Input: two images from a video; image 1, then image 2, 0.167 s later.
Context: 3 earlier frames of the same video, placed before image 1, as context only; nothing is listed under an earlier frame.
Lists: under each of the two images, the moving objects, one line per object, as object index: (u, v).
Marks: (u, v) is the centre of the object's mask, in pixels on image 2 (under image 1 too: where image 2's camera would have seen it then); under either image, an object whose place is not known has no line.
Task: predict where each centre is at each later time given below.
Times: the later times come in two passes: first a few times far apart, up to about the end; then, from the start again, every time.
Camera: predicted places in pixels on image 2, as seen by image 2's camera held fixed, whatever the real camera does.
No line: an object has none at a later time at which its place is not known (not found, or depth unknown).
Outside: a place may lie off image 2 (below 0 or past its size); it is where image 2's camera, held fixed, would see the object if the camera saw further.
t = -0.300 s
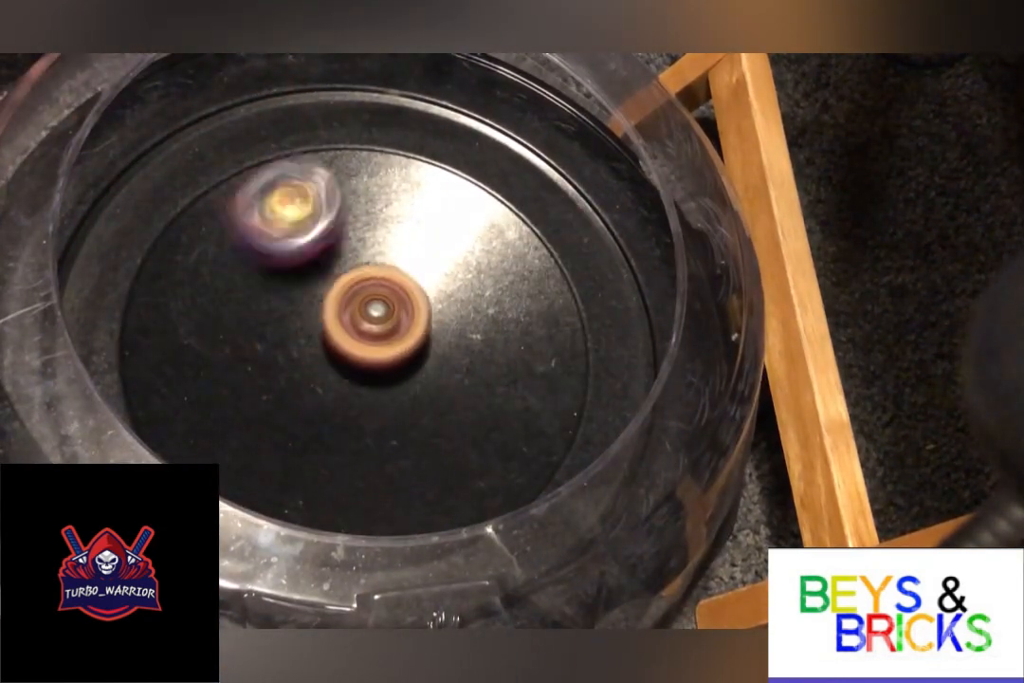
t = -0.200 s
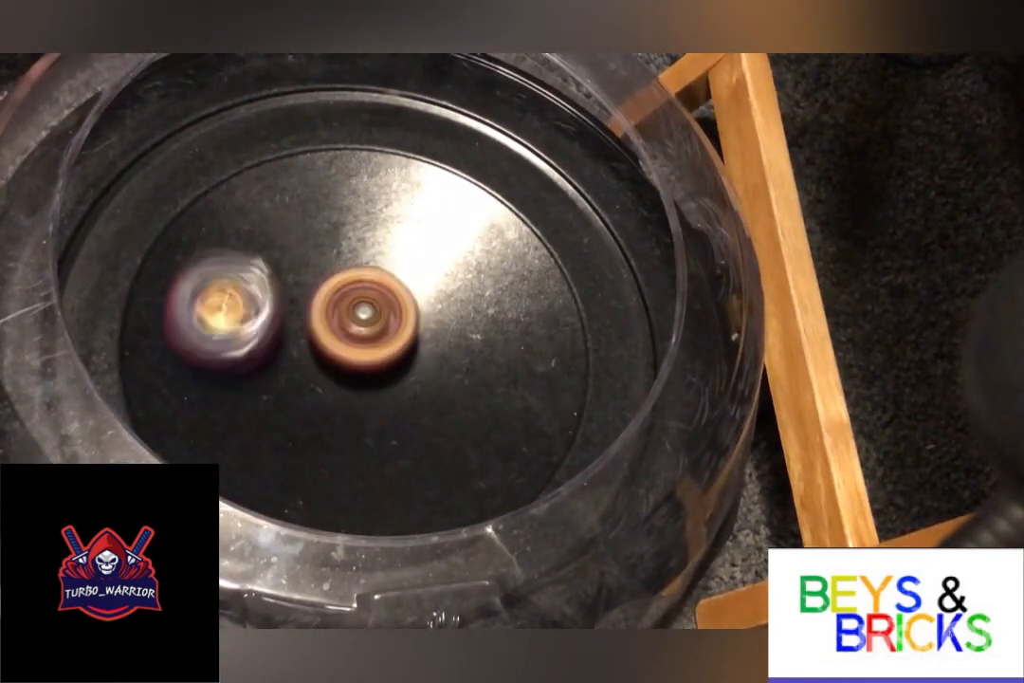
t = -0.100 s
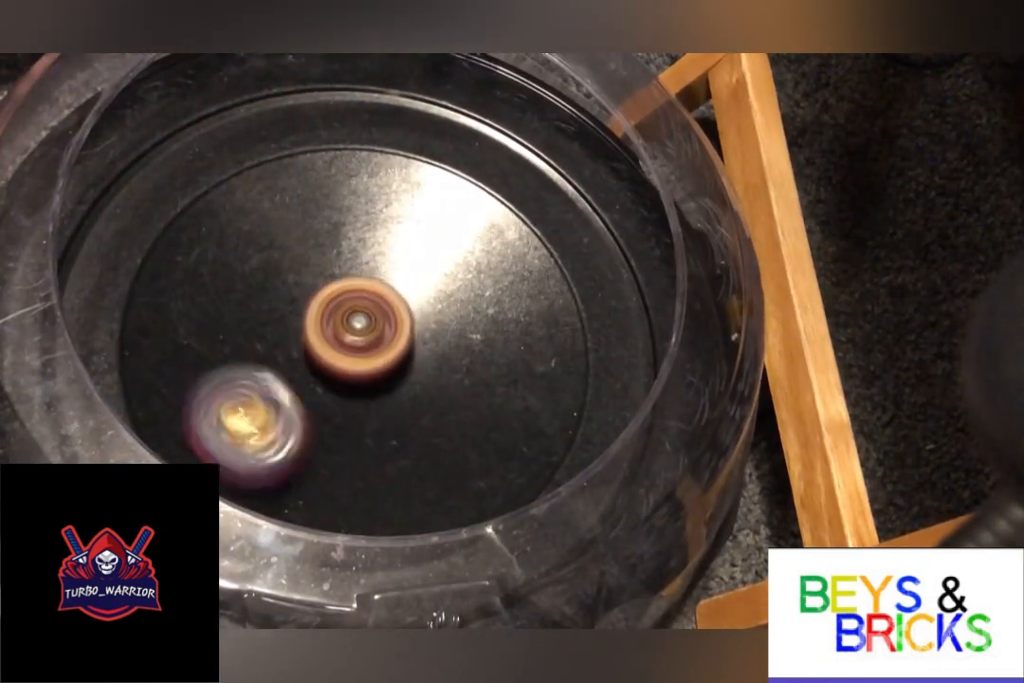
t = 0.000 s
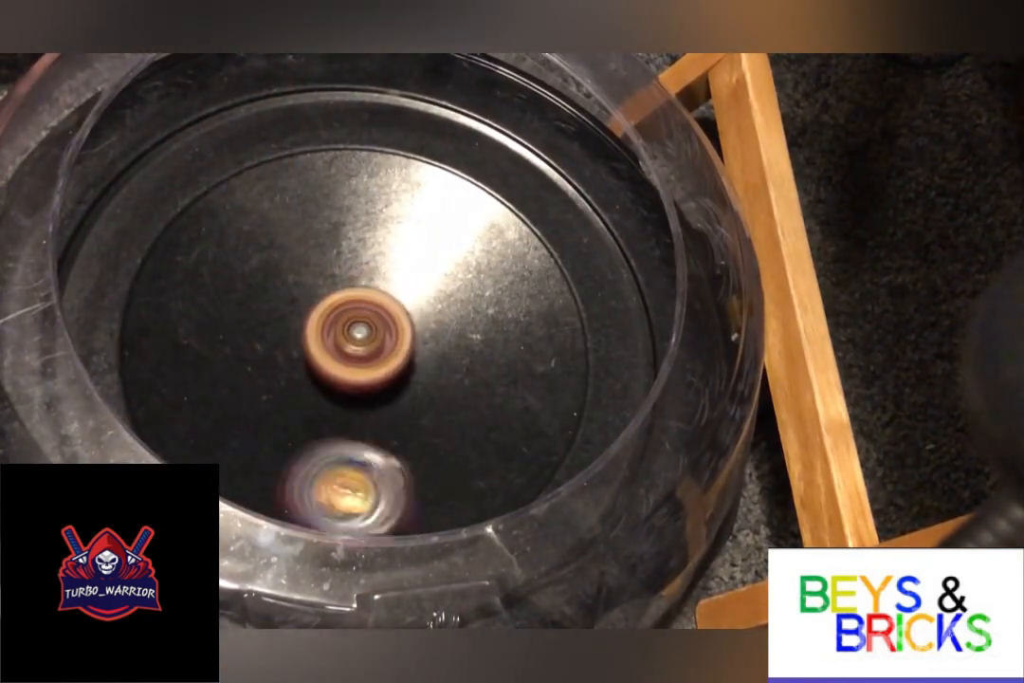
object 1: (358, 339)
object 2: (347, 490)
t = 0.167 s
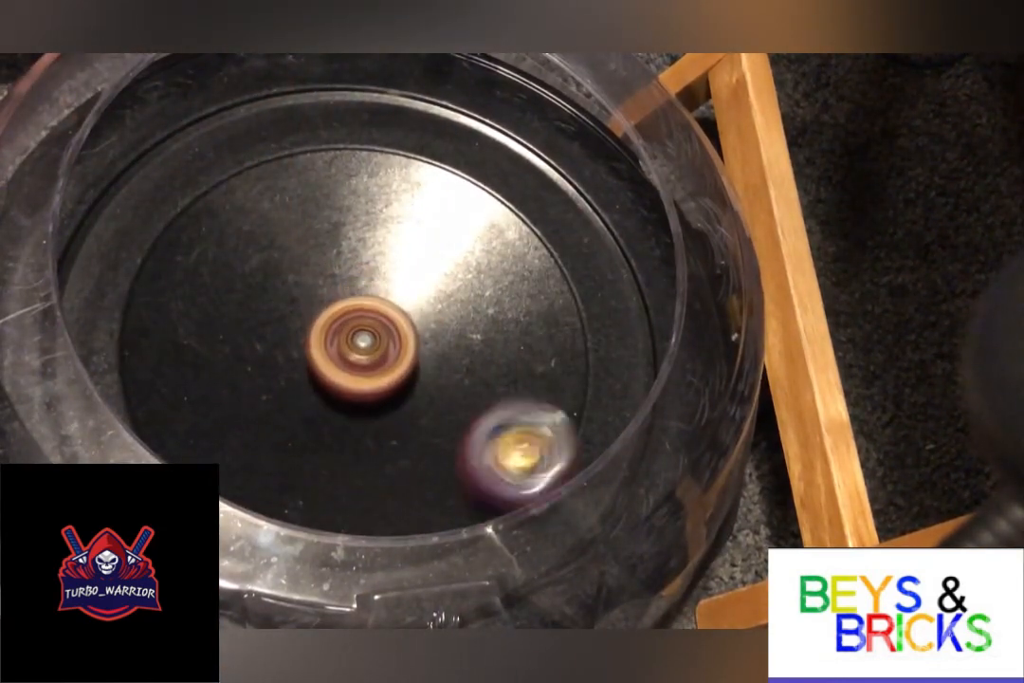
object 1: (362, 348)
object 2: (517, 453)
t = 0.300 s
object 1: (365, 350)
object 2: (545, 339)
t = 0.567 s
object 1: (369, 354)
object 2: (294, 245)
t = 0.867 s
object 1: (370, 346)
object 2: (297, 475)
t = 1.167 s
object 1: (330, 327)
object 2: (485, 315)
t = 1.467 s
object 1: (356, 344)
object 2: (276, 250)
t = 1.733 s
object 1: (395, 338)
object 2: (301, 429)
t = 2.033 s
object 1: (348, 303)
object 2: (463, 350)
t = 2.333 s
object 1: (303, 347)
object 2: (358, 260)
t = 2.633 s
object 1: (317, 479)
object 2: (356, 264)
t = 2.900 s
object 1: (382, 437)
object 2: (357, 267)
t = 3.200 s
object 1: (393, 384)
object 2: (359, 248)
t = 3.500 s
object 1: (358, 410)
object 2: (359, 297)
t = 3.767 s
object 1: (334, 362)
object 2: (432, 282)
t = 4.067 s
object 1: (272, 361)
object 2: (523, 247)
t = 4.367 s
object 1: (309, 356)
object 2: (511, 291)
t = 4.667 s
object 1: (313, 342)
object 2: (426, 394)
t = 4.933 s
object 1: (340, 337)
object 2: (381, 469)
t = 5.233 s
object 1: (354, 347)
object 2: (328, 449)
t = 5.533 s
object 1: (372, 325)
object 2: (243, 417)
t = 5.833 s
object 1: (370, 337)
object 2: (242, 325)
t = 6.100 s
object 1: (366, 344)
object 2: (270, 265)
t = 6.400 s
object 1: (362, 358)
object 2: (357, 247)
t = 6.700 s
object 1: (344, 366)
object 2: (438, 287)
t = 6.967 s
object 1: (326, 358)
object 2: (472, 347)
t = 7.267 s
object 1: (339, 354)
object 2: (444, 401)
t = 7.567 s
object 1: (334, 328)
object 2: (391, 422)
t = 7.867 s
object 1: (384, 272)
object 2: (299, 417)
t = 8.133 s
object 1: (396, 291)
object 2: (279, 397)
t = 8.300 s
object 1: (397, 342)
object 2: (280, 379)
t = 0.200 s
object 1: (363, 349)
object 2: (537, 429)
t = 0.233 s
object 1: (363, 350)
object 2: (548, 401)
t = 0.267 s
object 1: (364, 350)
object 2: (552, 370)
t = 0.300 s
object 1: (365, 350)
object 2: (545, 339)
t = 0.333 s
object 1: (365, 350)
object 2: (532, 309)
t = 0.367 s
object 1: (365, 351)
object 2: (511, 280)
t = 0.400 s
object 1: (365, 352)
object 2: (486, 261)
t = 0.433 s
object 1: (366, 352)
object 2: (451, 245)
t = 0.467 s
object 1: (366, 353)
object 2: (401, 231)
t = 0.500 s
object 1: (367, 354)
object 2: (362, 231)
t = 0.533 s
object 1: (368, 354)
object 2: (328, 235)
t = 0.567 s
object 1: (369, 354)
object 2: (294, 245)
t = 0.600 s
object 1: (371, 353)
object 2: (265, 262)
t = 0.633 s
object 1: (372, 351)
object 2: (241, 285)
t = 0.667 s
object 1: (373, 350)
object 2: (223, 314)
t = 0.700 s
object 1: (374, 349)
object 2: (211, 347)
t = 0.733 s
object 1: (374, 348)
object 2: (210, 379)
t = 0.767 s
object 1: (373, 348)
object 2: (217, 407)
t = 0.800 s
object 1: (372, 346)
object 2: (238, 436)
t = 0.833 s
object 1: (371, 346)
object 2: (265, 459)
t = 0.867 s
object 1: (370, 346)
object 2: (297, 475)
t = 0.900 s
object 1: (368, 346)
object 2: (334, 481)
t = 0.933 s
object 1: (367, 345)
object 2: (371, 480)
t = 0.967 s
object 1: (366, 344)
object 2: (404, 469)
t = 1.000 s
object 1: (365, 343)
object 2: (432, 450)
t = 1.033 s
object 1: (363, 342)
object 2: (452, 425)
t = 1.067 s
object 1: (361, 341)
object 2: (465, 395)
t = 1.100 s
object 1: (359, 339)
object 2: (469, 366)
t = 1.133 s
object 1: (343, 333)
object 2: (481, 340)
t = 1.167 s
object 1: (330, 327)
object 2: (485, 315)
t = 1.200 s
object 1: (321, 323)
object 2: (482, 292)
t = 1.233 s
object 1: (317, 321)
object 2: (469, 271)
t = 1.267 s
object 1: (316, 321)
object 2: (449, 249)
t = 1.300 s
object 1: (319, 323)
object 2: (419, 230)
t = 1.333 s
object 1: (326, 327)
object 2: (386, 219)
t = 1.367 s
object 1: (334, 331)
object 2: (357, 217)
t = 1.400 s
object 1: (341, 336)
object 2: (326, 220)
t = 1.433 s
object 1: (349, 340)
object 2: (299, 231)
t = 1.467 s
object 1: (356, 344)
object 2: (276, 250)
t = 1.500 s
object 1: (361, 348)
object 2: (258, 273)
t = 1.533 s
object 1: (365, 352)
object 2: (248, 300)
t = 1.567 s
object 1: (366, 353)
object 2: (246, 327)
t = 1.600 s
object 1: (367, 353)
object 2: (252, 352)
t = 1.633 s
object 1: (375, 351)
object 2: (257, 376)
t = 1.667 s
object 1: (385, 348)
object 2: (264, 397)
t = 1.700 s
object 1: (391, 344)
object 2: (279, 413)
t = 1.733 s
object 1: (395, 338)
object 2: (301, 429)
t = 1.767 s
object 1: (397, 332)
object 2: (326, 438)
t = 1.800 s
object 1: (397, 325)
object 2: (353, 442)
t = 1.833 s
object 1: (395, 318)
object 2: (379, 440)
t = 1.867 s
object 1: (390, 312)
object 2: (403, 434)
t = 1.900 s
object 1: (383, 306)
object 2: (423, 422)
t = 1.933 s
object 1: (375, 304)
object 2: (439, 407)
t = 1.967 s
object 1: (368, 304)
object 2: (451, 388)
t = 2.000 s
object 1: (361, 305)
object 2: (456, 367)
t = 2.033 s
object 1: (348, 303)
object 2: (463, 350)
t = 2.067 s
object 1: (327, 296)
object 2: (475, 336)
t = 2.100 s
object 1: (312, 292)
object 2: (477, 319)
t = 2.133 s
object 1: (301, 291)
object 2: (473, 302)
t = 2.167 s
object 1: (296, 294)
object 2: (460, 286)
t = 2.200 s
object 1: (296, 302)
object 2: (443, 271)
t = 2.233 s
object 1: (299, 311)
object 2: (415, 262)
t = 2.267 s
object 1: (305, 322)
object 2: (389, 258)
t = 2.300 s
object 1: (305, 335)
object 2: (375, 257)
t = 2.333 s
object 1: (303, 347)
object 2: (358, 260)
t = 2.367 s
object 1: (300, 360)
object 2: (342, 264)
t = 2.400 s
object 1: (300, 371)
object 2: (329, 271)
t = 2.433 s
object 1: (299, 387)
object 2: (321, 280)
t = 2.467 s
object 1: (302, 399)
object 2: (315, 293)
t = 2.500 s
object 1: (302, 417)
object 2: (319, 299)
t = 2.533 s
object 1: (301, 444)
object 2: (331, 289)
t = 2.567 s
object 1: (304, 462)
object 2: (341, 282)
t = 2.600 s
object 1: (311, 474)
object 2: (349, 274)
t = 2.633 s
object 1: (317, 479)
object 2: (356, 264)
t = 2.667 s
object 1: (324, 482)
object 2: (360, 256)
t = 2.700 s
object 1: (331, 483)
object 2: (362, 246)
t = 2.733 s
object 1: (339, 482)
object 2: (362, 241)
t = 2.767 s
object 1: (348, 478)
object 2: (362, 238)
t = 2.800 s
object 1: (357, 471)
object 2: (360, 239)
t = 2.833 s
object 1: (366, 461)
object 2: (358, 244)
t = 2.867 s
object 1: (374, 450)
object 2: (356, 254)
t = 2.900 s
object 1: (382, 437)
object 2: (357, 267)
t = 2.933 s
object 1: (388, 423)
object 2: (358, 284)
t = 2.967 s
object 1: (394, 407)
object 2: (365, 300)
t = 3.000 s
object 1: (400, 404)
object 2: (373, 297)
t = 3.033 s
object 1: (402, 407)
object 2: (379, 284)
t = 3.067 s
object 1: (401, 405)
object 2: (382, 271)
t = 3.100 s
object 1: (400, 401)
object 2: (379, 260)
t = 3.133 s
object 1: (398, 396)
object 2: (375, 251)
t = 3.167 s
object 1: (395, 390)
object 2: (368, 246)
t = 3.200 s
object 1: (393, 384)
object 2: (359, 248)
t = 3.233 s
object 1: (391, 379)
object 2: (352, 259)
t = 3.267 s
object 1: (388, 372)
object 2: (346, 270)
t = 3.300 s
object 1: (387, 381)
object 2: (344, 271)
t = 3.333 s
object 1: (387, 397)
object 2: (344, 266)
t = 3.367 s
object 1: (384, 408)
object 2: (344, 267)
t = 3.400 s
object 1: (380, 414)
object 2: (345, 271)
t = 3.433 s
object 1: (373, 417)
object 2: (346, 277)
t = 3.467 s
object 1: (366, 415)
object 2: (351, 287)
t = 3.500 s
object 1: (358, 410)
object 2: (359, 297)
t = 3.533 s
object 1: (351, 403)
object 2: (369, 304)
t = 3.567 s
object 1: (342, 401)
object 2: (384, 306)
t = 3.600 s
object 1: (336, 397)
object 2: (398, 305)
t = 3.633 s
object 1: (332, 391)
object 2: (411, 303)
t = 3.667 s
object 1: (330, 384)
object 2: (421, 297)
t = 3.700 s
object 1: (330, 377)
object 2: (429, 292)
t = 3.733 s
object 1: (332, 369)
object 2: (432, 285)
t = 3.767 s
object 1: (334, 362)
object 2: (432, 282)
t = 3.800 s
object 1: (338, 356)
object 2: (428, 281)
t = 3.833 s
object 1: (341, 352)
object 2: (424, 283)
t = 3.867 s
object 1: (318, 355)
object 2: (450, 275)
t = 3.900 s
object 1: (296, 359)
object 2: (473, 266)
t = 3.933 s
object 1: (280, 361)
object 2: (486, 258)
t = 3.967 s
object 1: (273, 362)
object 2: (496, 255)
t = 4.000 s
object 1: (271, 362)
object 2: (505, 252)
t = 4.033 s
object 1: (271, 362)
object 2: (513, 250)
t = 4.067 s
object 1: (272, 361)
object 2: (523, 247)
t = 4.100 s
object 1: (274, 361)
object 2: (531, 247)
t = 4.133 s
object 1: (277, 361)
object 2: (539, 249)
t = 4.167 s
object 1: (280, 360)
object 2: (545, 251)
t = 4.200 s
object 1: (284, 360)
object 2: (546, 254)
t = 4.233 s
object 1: (289, 359)
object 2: (545, 258)
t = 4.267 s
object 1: (294, 358)
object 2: (541, 263)
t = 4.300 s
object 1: (299, 358)
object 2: (534, 270)
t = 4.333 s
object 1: (304, 357)
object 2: (523, 280)
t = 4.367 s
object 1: (309, 356)
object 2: (511, 291)
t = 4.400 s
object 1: (314, 356)
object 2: (497, 303)
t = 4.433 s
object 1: (318, 356)
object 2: (484, 316)
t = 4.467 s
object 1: (323, 355)
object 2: (471, 327)
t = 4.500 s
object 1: (328, 354)
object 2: (458, 339)
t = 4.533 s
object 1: (330, 352)
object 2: (448, 350)
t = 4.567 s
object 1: (321, 349)
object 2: (446, 362)
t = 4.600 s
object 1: (315, 346)
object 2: (440, 373)
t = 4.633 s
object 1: (312, 344)
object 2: (434, 383)
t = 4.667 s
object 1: (313, 342)
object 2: (426, 394)
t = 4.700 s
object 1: (316, 340)
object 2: (419, 403)
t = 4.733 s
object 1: (320, 340)
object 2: (412, 413)
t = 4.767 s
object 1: (325, 341)
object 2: (404, 421)
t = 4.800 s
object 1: (329, 341)
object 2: (398, 433)
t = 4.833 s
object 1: (331, 337)
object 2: (394, 443)
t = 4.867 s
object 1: (334, 335)
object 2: (390, 453)
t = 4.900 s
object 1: (338, 335)
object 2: (385, 462)
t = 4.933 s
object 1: (340, 337)
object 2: (381, 469)
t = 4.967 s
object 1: (342, 339)
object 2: (375, 476)
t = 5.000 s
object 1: (343, 340)
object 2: (369, 482)
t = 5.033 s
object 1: (345, 342)
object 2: (365, 484)
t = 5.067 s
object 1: (346, 343)
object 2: (358, 483)
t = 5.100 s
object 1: (347, 345)
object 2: (354, 481)
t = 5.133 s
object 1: (348, 346)
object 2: (350, 475)
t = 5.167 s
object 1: (350, 348)
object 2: (342, 467)
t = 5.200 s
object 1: (351, 349)
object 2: (337, 457)
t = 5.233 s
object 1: (354, 347)
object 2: (328, 449)
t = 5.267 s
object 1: (361, 335)
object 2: (315, 452)
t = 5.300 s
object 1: (369, 327)
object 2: (305, 453)
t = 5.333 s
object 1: (373, 321)
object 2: (294, 451)
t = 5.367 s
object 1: (376, 319)
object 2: (283, 449)
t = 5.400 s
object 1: (376, 319)
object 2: (274, 444)
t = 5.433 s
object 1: (376, 320)
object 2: (264, 439)
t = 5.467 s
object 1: (375, 322)
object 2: (257, 434)
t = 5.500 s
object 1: (373, 323)
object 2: (250, 425)
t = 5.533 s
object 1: (372, 325)
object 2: (243, 417)
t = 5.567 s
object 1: (370, 326)
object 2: (240, 408)
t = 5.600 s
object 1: (368, 327)
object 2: (237, 399)
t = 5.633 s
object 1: (367, 328)
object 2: (237, 388)
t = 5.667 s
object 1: (366, 330)
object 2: (237, 377)
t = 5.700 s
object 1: (365, 331)
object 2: (239, 367)
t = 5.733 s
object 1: (364, 332)
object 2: (244, 355)
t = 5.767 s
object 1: (363, 333)
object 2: (247, 345)
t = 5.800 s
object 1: (366, 335)
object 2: (245, 334)
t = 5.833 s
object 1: (370, 337)
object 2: (242, 325)
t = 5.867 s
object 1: (370, 338)
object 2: (240, 316)
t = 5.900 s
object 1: (370, 339)
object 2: (240, 306)
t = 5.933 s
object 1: (369, 339)
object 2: (241, 297)
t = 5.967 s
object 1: (369, 341)
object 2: (246, 289)
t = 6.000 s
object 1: (368, 341)
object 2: (250, 282)
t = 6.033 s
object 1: (368, 342)
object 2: (255, 275)
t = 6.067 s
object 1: (367, 343)
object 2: (263, 270)
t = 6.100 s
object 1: (366, 344)
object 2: (270, 265)
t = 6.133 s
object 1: (365, 344)
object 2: (280, 262)
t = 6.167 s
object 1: (364, 345)
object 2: (290, 259)
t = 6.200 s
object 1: (364, 347)
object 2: (300, 257)
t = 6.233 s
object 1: (365, 353)
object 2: (309, 252)
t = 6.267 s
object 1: (364, 356)
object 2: (318, 248)
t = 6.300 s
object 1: (363, 357)
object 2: (326, 246)
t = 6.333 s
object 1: (362, 357)
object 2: (337, 244)
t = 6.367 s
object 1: (362, 357)
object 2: (346, 246)
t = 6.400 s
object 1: (362, 358)
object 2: (357, 247)
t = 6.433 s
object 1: (361, 358)
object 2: (364, 249)
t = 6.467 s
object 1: (361, 358)
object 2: (375, 252)
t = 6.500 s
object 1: (360, 358)
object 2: (382, 256)
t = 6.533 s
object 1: (356, 359)
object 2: (392, 262)
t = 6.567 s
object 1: (349, 365)
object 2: (408, 267)
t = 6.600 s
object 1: (345, 366)
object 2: (416, 269)
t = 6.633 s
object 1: (345, 366)
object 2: (424, 275)
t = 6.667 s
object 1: (345, 366)
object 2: (431, 280)
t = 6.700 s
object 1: (344, 366)
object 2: (438, 287)
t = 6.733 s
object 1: (343, 366)
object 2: (442, 294)
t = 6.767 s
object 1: (343, 365)
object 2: (447, 303)
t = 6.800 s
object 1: (343, 365)
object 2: (449, 311)
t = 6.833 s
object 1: (342, 364)
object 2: (451, 321)
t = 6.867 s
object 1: (342, 363)
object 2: (451, 329)
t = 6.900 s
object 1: (334, 362)
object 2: (460, 337)
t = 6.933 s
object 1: (327, 360)
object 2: (468, 342)
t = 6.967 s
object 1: (326, 358)
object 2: (472, 347)
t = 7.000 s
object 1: (327, 357)
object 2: (477, 355)
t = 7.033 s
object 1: (328, 357)
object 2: (479, 361)
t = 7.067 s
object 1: (328, 356)
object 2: (481, 370)
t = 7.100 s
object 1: (330, 356)
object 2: (479, 376)
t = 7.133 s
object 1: (332, 356)
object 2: (476, 383)
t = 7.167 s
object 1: (333, 355)
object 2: (468, 388)
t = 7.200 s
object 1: (335, 355)
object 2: (462, 393)
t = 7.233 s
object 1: (337, 354)
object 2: (452, 398)
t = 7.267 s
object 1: (339, 354)
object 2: (444, 401)
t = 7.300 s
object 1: (337, 350)
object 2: (436, 410)
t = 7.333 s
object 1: (333, 338)
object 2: (433, 420)
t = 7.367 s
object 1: (330, 329)
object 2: (430, 424)
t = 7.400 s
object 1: (329, 323)
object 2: (429, 425)
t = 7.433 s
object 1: (330, 321)
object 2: (423, 429)
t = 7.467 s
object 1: (333, 323)
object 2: (415, 429)
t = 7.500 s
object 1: (334, 325)
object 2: (407, 430)
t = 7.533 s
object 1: (334, 326)
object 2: (399, 427)
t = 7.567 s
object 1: (334, 328)
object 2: (391, 422)
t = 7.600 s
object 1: (334, 325)
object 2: (384, 422)
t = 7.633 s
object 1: (335, 320)
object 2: (377, 419)
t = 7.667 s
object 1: (338, 311)
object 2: (369, 417)
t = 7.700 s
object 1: (341, 304)
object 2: (362, 414)
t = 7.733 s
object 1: (344, 302)
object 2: (356, 407)
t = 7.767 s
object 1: (348, 301)
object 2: (352, 404)
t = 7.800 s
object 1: (362, 287)
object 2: (331, 412)
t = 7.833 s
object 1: (374, 278)
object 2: (312, 419)
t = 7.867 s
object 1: (384, 272)
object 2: (299, 417)
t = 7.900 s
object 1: (390, 270)
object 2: (287, 413)
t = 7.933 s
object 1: (393, 270)
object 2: (278, 409)
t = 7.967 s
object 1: (395, 270)
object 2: (274, 407)
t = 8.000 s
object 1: (395, 273)
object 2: (272, 404)
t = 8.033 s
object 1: (395, 275)
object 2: (271, 402)
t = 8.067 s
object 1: (395, 278)
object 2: (272, 401)
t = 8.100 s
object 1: (395, 284)
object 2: (276, 399)
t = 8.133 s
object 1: (396, 291)
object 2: (279, 397)
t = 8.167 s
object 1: (395, 299)
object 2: (281, 394)
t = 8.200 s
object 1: (396, 310)
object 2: (281, 390)
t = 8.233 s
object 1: (397, 320)
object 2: (282, 386)
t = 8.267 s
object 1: (397, 332)
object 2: (281, 382)
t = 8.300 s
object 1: (397, 342)
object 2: (280, 379)
